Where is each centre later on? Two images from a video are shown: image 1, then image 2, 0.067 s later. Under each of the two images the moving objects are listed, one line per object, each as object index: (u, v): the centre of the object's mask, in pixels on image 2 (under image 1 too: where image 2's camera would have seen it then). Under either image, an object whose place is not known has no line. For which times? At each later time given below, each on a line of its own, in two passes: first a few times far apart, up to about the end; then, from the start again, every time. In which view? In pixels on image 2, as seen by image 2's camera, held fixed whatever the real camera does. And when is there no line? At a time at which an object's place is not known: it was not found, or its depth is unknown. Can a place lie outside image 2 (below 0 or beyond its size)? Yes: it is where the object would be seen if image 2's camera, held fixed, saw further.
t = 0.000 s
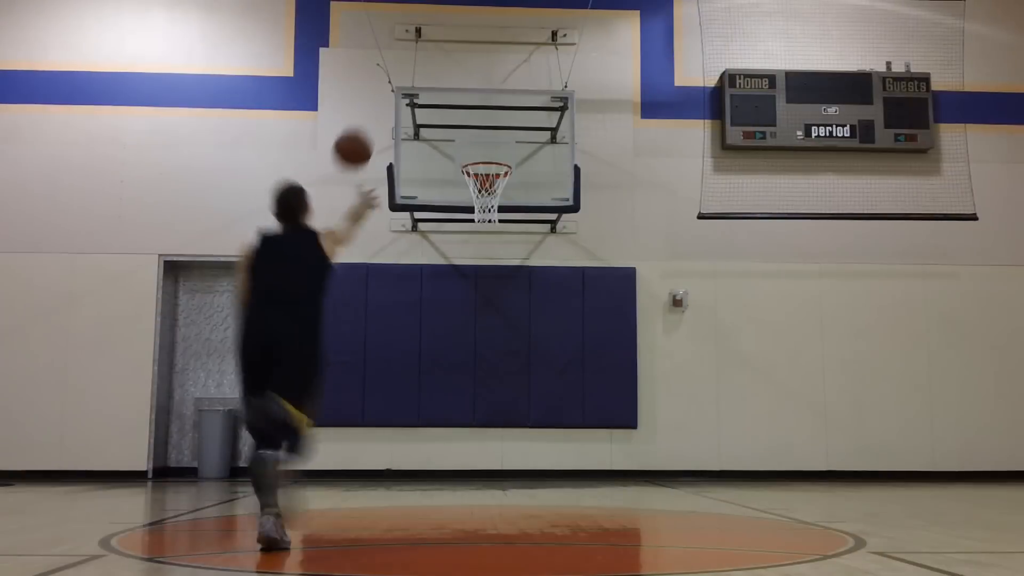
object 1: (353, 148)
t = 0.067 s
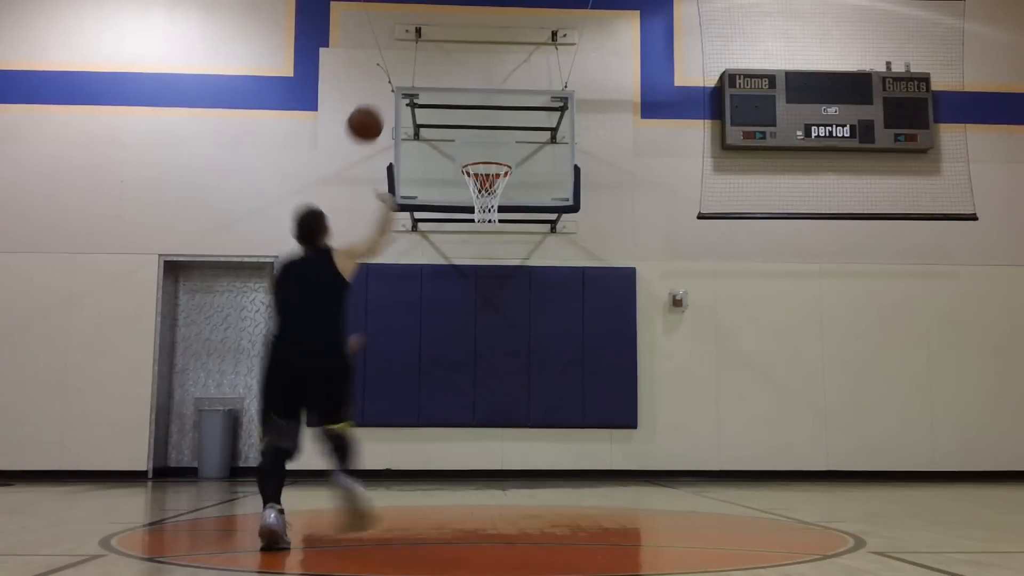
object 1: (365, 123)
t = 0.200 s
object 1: (385, 98)
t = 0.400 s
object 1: (409, 107)
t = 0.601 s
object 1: (427, 153)
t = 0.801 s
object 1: (433, 190)
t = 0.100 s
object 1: (370, 114)
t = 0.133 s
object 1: (375, 107)
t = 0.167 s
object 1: (381, 102)
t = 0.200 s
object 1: (385, 98)
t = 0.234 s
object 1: (389, 96)
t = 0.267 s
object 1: (393, 96)
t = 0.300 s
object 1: (397, 97)
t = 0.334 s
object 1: (401, 99)
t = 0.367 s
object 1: (405, 102)
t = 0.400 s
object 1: (409, 107)
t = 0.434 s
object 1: (412, 112)
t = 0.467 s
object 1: (415, 118)
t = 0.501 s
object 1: (418, 126)
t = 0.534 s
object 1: (421, 133)
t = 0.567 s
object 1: (424, 143)
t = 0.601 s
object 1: (427, 153)
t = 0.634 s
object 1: (429, 164)
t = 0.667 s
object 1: (432, 175)
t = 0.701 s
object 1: (434, 186)
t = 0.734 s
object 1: (434, 188)
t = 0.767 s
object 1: (434, 188)
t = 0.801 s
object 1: (433, 190)
